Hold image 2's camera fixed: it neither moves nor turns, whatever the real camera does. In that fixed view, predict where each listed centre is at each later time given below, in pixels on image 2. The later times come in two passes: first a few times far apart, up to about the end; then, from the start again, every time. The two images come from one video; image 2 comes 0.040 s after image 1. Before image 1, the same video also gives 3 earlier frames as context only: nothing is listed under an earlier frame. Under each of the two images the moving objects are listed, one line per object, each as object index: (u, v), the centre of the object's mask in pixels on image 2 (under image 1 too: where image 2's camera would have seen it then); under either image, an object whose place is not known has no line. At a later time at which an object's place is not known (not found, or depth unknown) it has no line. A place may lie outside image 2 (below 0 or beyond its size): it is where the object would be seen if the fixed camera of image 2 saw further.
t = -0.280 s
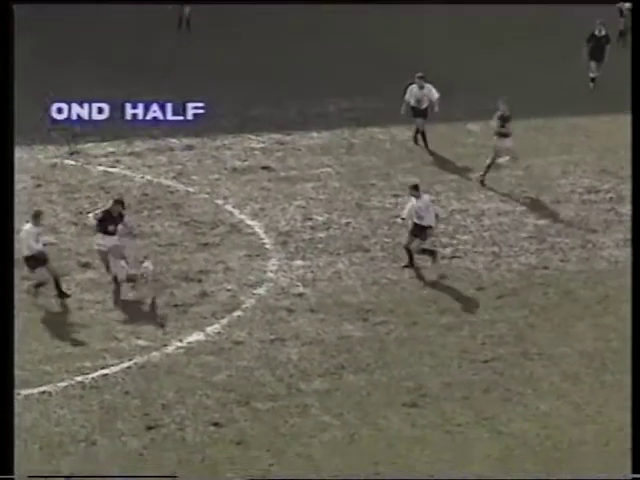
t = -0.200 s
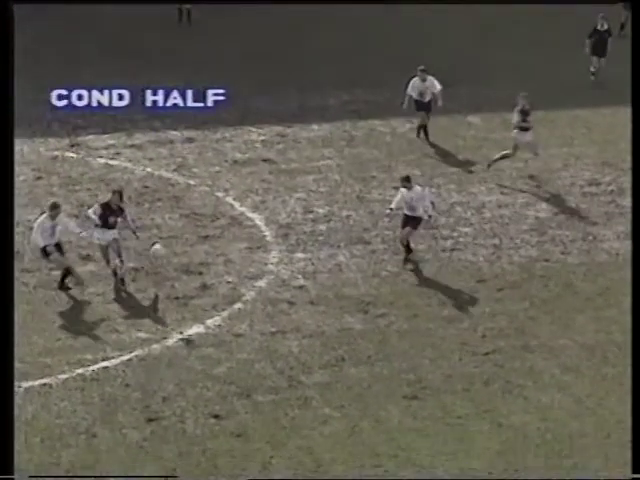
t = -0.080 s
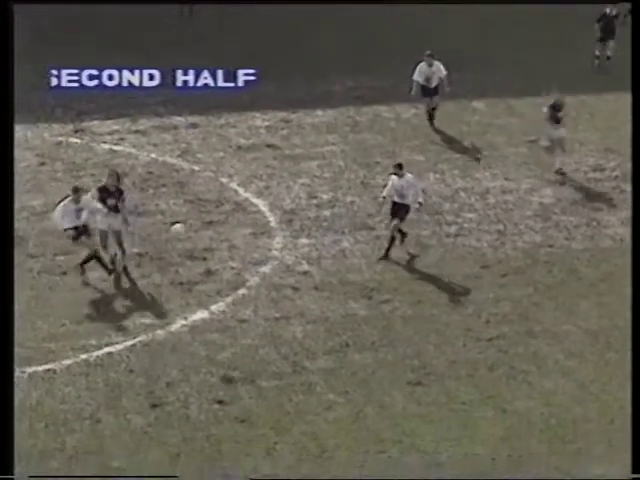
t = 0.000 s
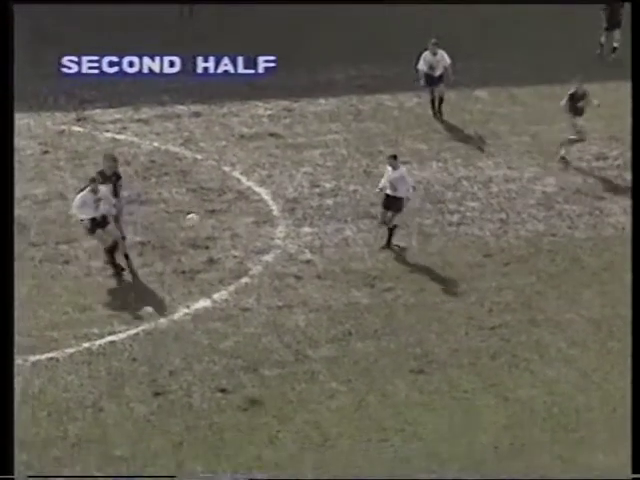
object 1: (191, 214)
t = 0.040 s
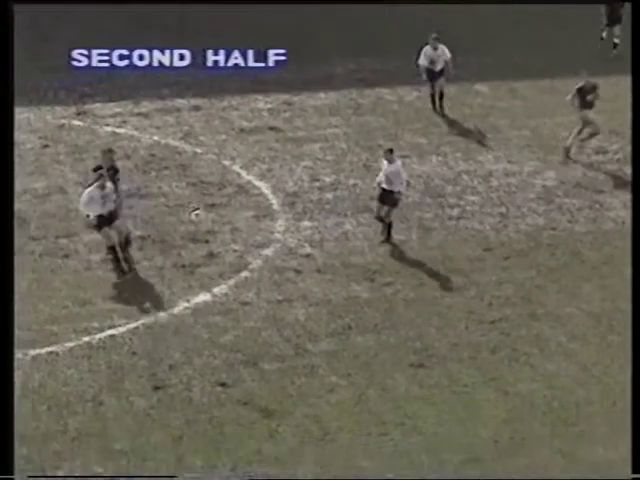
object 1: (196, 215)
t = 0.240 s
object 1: (235, 248)
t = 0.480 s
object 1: (290, 329)
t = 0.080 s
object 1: (205, 219)
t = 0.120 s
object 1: (212, 223)
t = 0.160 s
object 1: (220, 229)
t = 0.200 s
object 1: (227, 237)
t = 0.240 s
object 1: (235, 248)
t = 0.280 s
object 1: (244, 257)
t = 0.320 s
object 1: (251, 267)
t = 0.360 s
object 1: (261, 280)
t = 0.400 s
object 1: (270, 295)
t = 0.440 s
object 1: (280, 310)
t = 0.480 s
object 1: (290, 329)
